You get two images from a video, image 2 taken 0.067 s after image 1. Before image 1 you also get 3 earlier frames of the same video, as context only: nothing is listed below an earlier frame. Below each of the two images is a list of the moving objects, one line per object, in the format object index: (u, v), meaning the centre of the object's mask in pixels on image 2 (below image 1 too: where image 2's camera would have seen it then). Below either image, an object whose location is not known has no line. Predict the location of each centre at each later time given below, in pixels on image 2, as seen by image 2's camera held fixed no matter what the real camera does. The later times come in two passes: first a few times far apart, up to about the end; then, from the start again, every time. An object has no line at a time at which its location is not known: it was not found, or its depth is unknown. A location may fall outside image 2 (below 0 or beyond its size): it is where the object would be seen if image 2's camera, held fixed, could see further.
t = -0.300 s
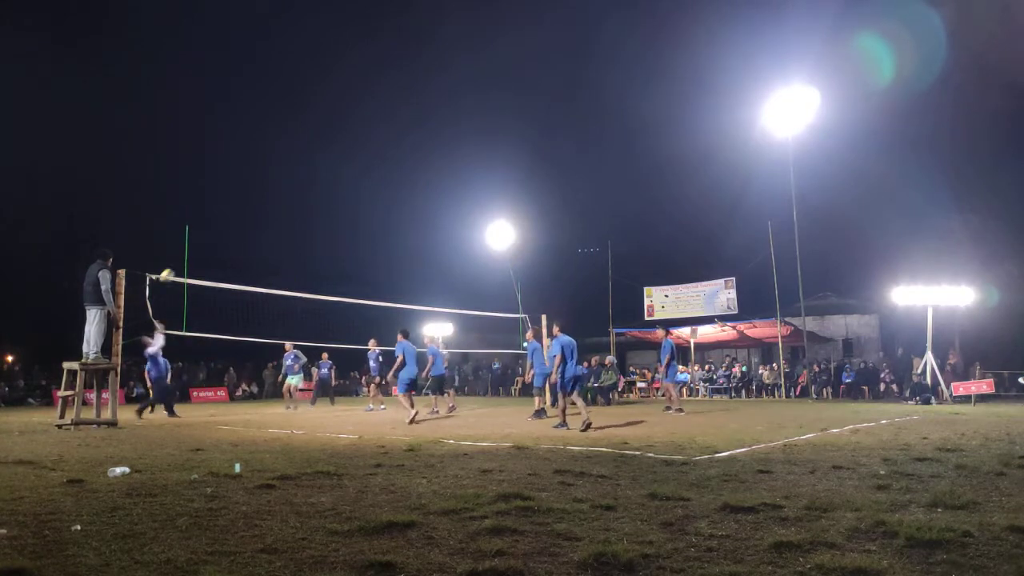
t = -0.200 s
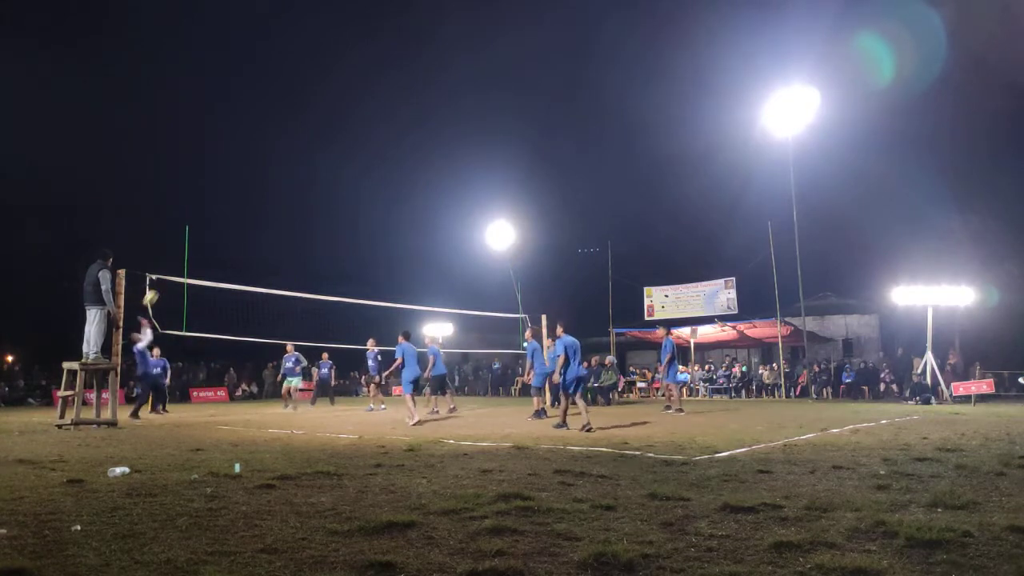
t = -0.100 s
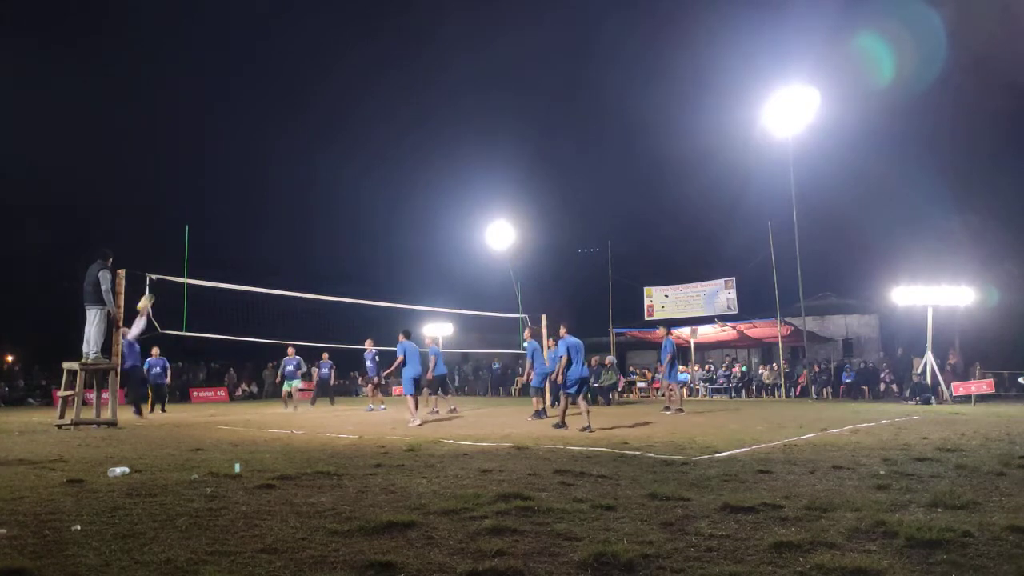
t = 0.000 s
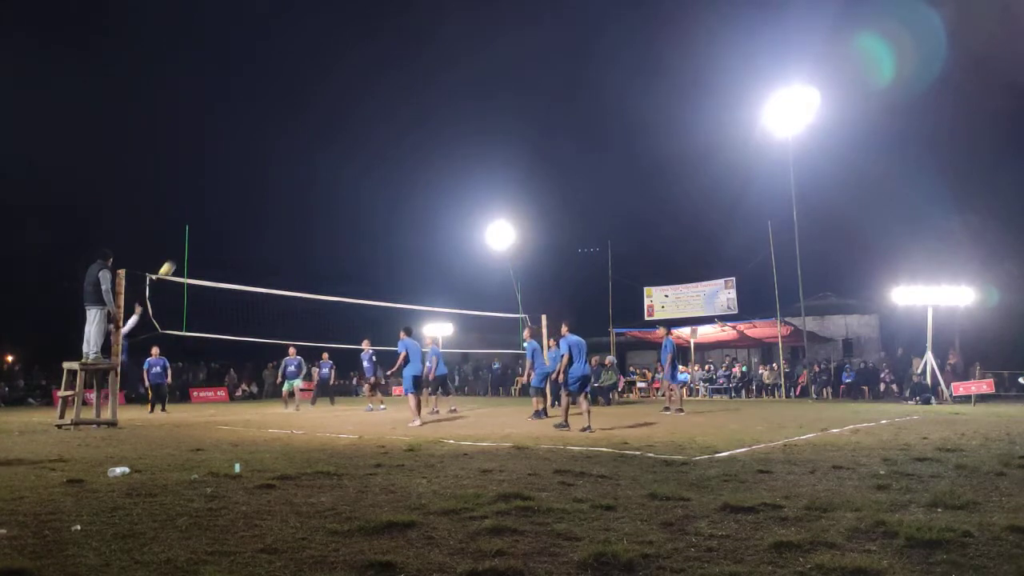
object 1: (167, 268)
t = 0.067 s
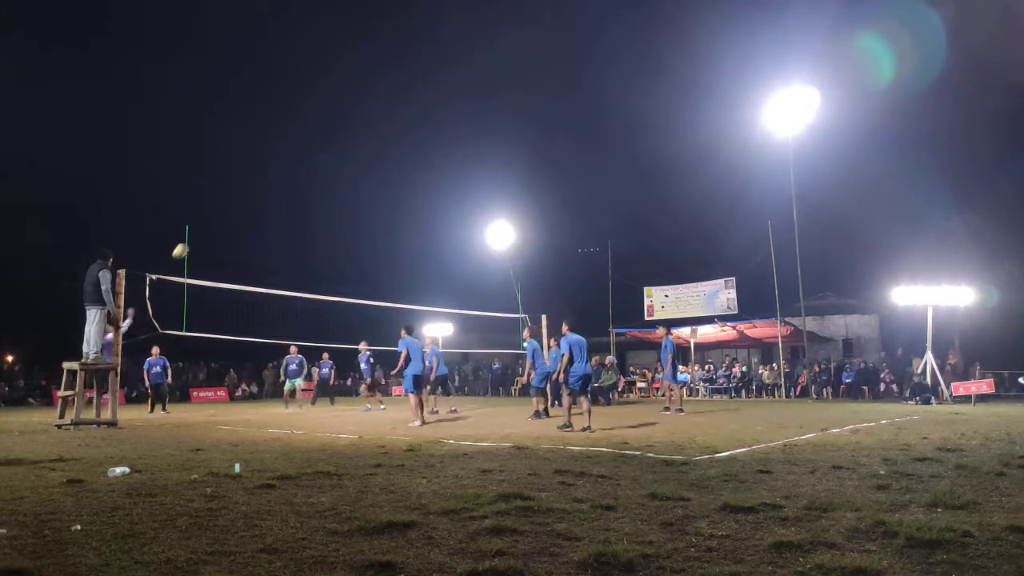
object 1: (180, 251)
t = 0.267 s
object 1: (217, 209)
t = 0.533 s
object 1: (262, 185)
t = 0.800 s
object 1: (301, 194)
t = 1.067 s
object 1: (335, 231)
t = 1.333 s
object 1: (364, 294)
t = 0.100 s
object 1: (186, 242)
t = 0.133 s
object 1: (193, 234)
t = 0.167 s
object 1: (199, 227)
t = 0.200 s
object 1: (206, 220)
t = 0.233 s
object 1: (212, 214)
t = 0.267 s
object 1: (217, 209)
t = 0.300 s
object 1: (223, 204)
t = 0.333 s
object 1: (230, 199)
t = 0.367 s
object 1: (235, 196)
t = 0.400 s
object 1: (240, 193)
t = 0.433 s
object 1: (246, 190)
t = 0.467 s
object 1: (251, 187)
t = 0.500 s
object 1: (257, 186)
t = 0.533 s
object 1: (262, 185)
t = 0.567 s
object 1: (267, 184)
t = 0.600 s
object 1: (272, 184)
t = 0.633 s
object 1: (277, 185)
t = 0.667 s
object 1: (282, 185)
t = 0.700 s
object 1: (287, 187)
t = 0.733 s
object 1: (291, 189)
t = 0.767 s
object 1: (296, 191)
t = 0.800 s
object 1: (301, 194)
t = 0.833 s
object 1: (305, 197)
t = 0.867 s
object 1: (309, 201)
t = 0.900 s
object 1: (314, 205)
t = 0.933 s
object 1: (318, 209)
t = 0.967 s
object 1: (323, 214)
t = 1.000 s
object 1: (327, 219)
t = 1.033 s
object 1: (331, 225)
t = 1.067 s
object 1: (335, 231)
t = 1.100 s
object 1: (339, 238)
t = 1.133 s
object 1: (343, 245)
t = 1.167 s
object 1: (346, 252)
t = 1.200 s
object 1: (350, 260)
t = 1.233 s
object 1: (354, 268)
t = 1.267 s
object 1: (358, 277)
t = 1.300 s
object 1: (361, 286)
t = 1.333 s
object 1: (364, 294)
